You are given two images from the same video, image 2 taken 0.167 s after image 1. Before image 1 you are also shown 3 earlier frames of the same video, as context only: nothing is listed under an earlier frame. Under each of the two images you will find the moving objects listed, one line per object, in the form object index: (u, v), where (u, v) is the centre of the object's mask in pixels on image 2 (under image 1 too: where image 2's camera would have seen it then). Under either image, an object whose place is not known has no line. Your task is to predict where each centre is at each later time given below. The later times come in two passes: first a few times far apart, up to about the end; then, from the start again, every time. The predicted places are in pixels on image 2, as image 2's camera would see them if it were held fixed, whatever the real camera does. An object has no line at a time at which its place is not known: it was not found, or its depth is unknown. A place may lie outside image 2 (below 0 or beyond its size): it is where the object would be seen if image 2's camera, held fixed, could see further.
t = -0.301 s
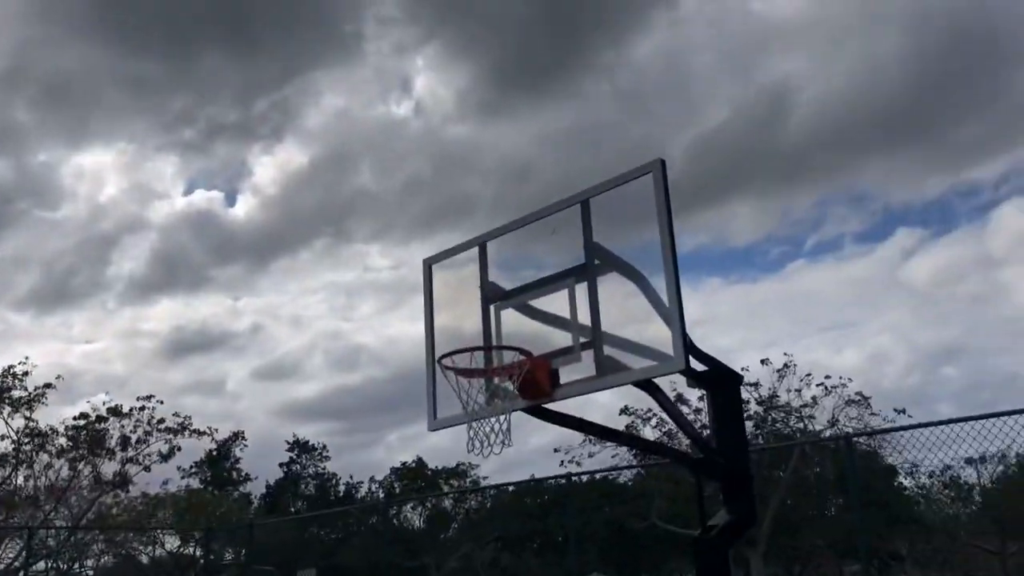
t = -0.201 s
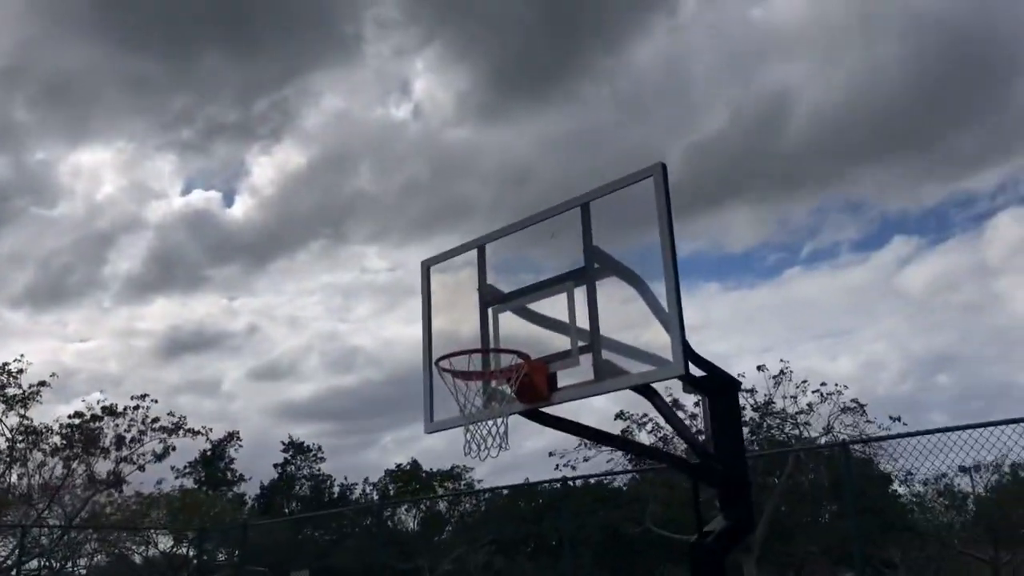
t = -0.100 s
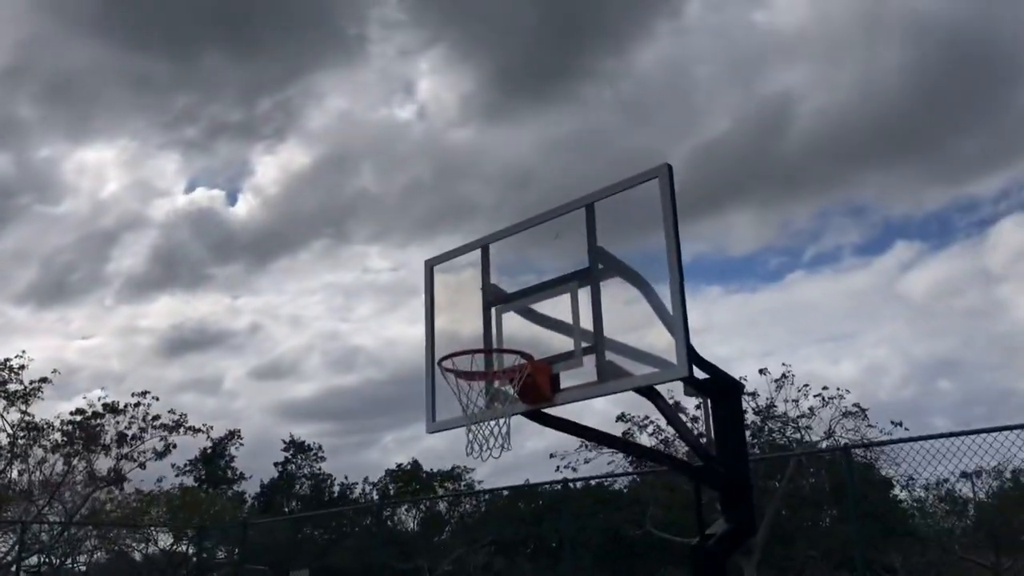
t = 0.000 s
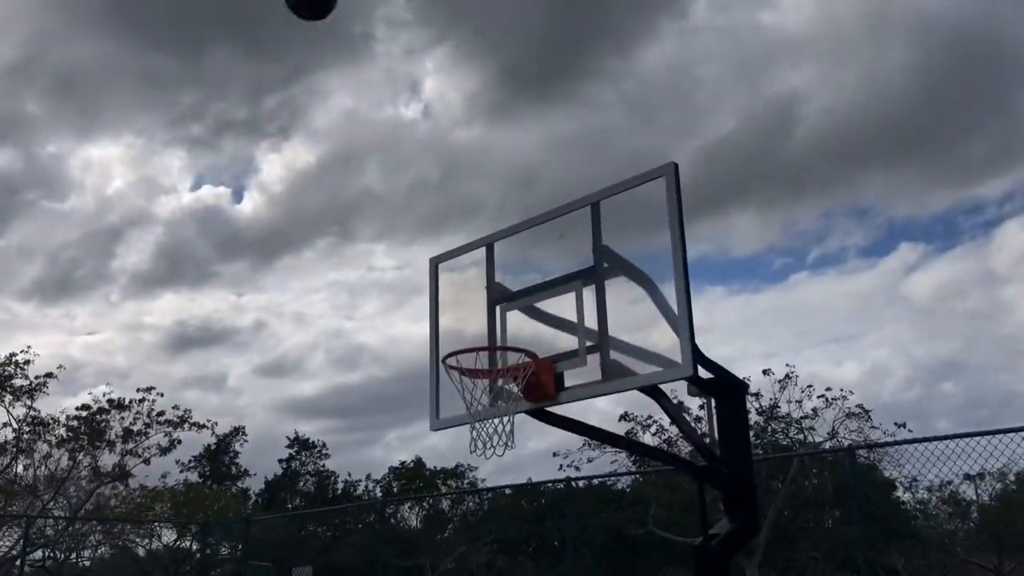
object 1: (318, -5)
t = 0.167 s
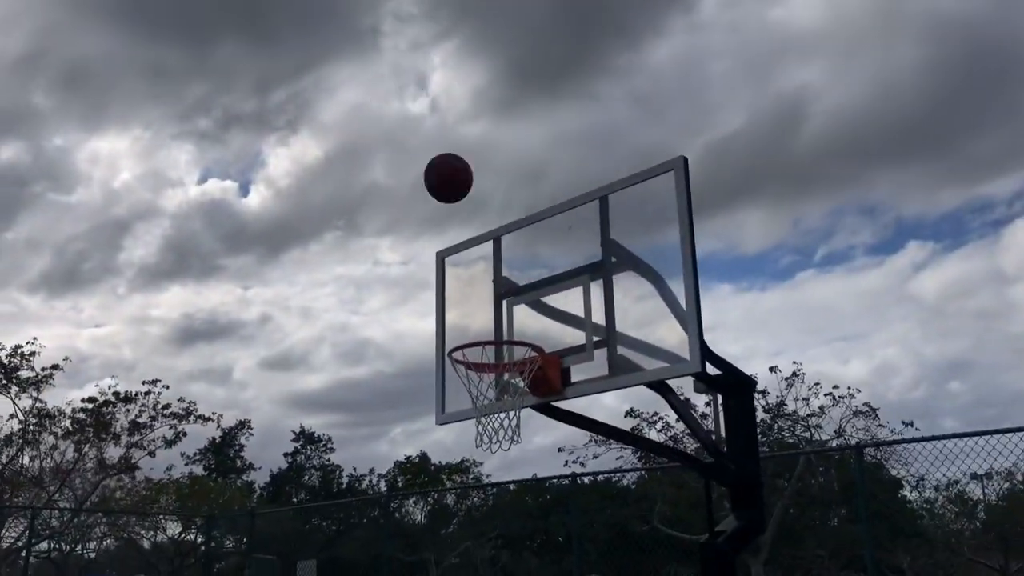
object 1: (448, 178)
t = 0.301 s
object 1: (531, 338)
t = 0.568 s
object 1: (479, 192)
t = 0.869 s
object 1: (413, 173)
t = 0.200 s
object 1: (470, 218)
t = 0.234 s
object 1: (493, 260)
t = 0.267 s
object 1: (513, 302)
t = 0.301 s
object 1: (531, 338)
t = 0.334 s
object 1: (530, 312)
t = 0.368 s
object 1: (523, 289)
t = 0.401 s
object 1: (517, 268)
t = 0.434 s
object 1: (508, 249)
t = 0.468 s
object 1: (501, 232)
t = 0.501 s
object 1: (494, 217)
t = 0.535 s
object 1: (487, 204)
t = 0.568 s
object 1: (479, 192)
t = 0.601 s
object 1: (472, 182)
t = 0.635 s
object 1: (465, 175)
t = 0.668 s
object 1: (458, 169)
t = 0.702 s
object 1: (450, 165)
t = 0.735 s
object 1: (443, 163)
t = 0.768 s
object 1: (436, 163)
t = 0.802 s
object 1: (428, 164)
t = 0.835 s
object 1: (421, 168)
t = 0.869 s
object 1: (413, 173)
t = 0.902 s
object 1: (406, 181)
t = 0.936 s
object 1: (397, 190)
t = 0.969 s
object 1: (389, 201)
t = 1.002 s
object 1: (381, 214)
